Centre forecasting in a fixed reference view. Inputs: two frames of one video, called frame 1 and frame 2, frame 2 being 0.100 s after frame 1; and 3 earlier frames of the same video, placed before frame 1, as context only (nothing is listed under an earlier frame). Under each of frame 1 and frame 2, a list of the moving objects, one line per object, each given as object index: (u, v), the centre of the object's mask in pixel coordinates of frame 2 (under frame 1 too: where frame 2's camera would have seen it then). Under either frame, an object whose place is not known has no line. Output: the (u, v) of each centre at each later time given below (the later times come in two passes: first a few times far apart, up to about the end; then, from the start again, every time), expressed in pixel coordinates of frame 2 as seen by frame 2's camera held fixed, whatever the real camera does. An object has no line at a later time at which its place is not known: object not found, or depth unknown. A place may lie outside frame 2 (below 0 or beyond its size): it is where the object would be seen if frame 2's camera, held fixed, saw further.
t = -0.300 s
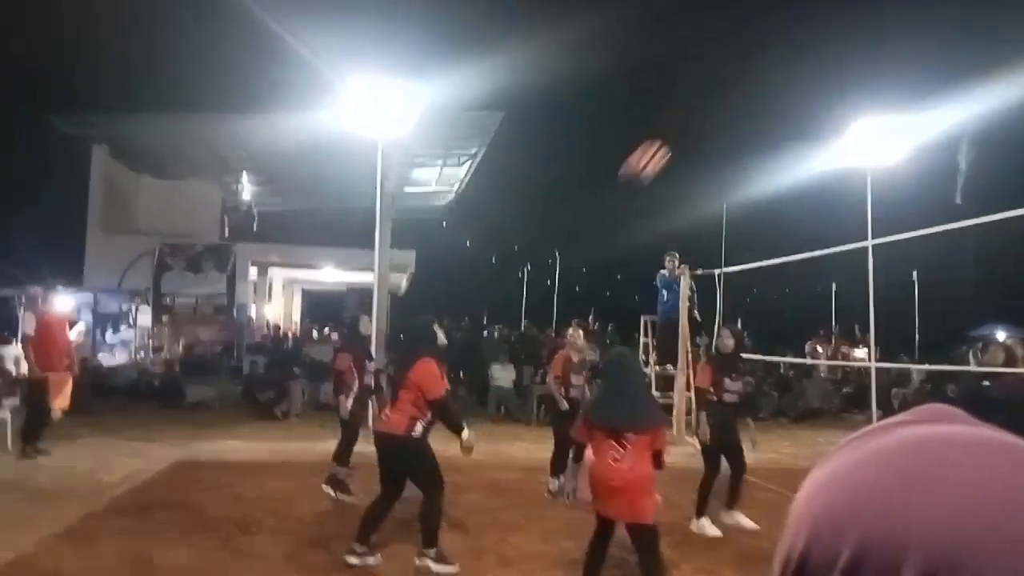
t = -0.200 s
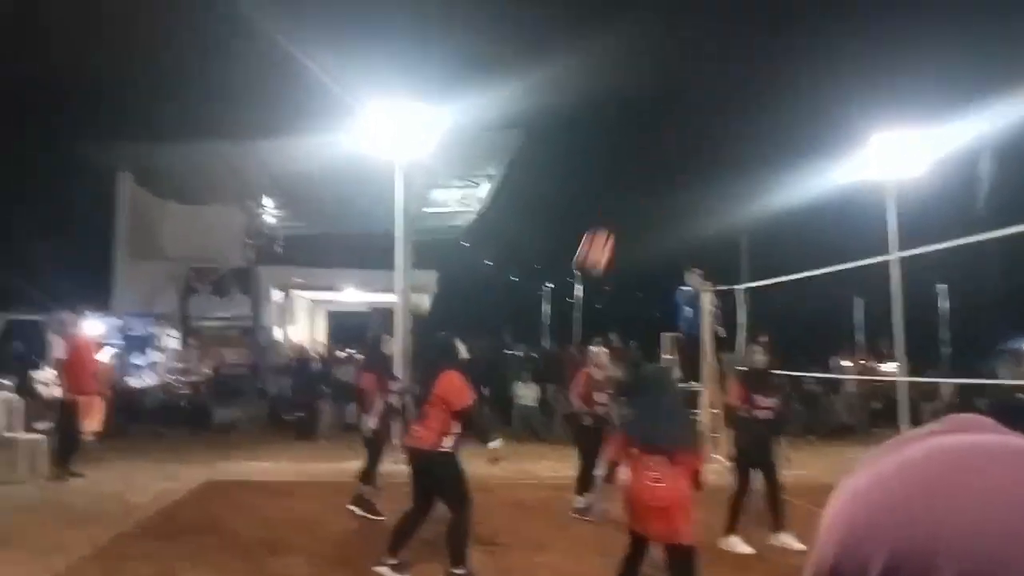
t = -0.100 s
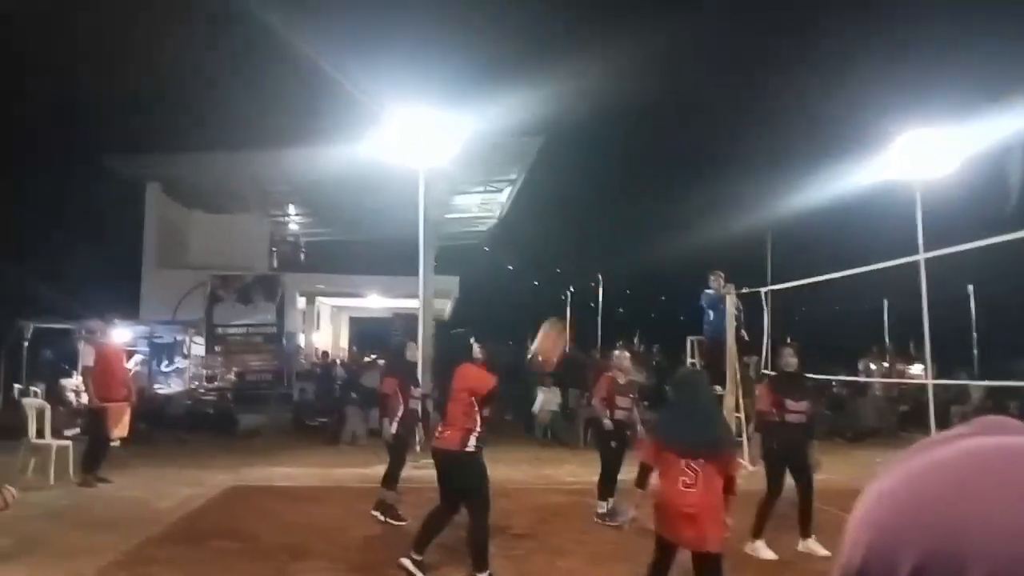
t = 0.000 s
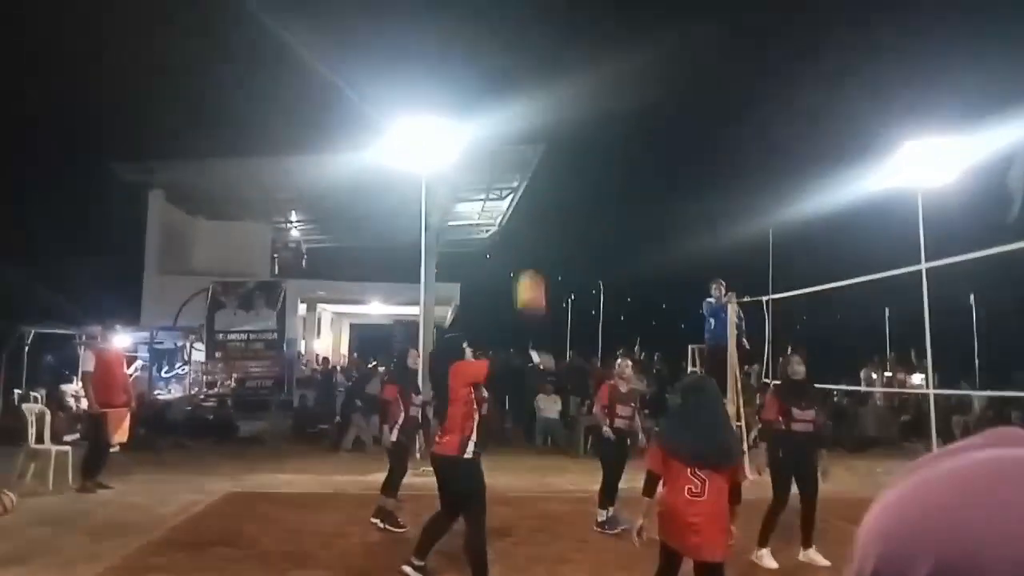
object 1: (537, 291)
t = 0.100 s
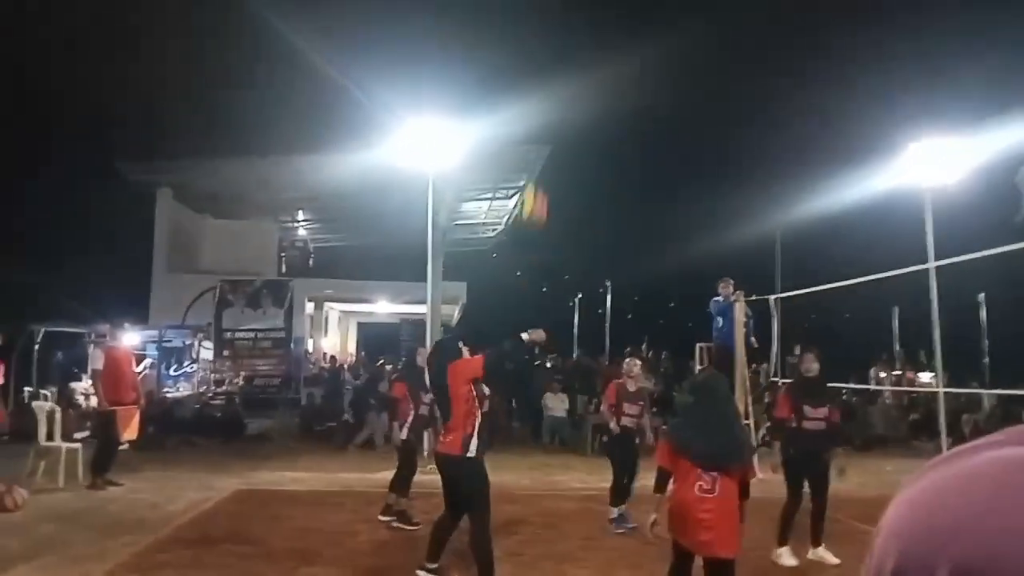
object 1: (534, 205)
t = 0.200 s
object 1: (530, 141)
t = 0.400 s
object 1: (517, 64)
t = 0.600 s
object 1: (506, 45)
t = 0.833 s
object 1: (489, 83)
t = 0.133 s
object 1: (533, 180)
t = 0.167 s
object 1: (530, 159)
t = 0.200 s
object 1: (530, 141)
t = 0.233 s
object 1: (528, 122)
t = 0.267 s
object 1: (526, 105)
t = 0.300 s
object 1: (524, 91)
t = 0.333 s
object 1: (521, 82)
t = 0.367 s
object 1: (519, 72)
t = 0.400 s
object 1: (517, 64)
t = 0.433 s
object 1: (515, 57)
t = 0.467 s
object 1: (514, 51)
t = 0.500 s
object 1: (512, 46)
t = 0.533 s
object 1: (509, 46)
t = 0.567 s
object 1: (507, 45)
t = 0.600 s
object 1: (506, 45)
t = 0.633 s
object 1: (504, 47)
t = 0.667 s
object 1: (501, 50)
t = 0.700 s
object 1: (499, 54)
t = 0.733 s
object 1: (497, 60)
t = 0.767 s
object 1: (493, 66)
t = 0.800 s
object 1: (491, 74)
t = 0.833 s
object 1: (489, 83)
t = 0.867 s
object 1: (487, 92)
